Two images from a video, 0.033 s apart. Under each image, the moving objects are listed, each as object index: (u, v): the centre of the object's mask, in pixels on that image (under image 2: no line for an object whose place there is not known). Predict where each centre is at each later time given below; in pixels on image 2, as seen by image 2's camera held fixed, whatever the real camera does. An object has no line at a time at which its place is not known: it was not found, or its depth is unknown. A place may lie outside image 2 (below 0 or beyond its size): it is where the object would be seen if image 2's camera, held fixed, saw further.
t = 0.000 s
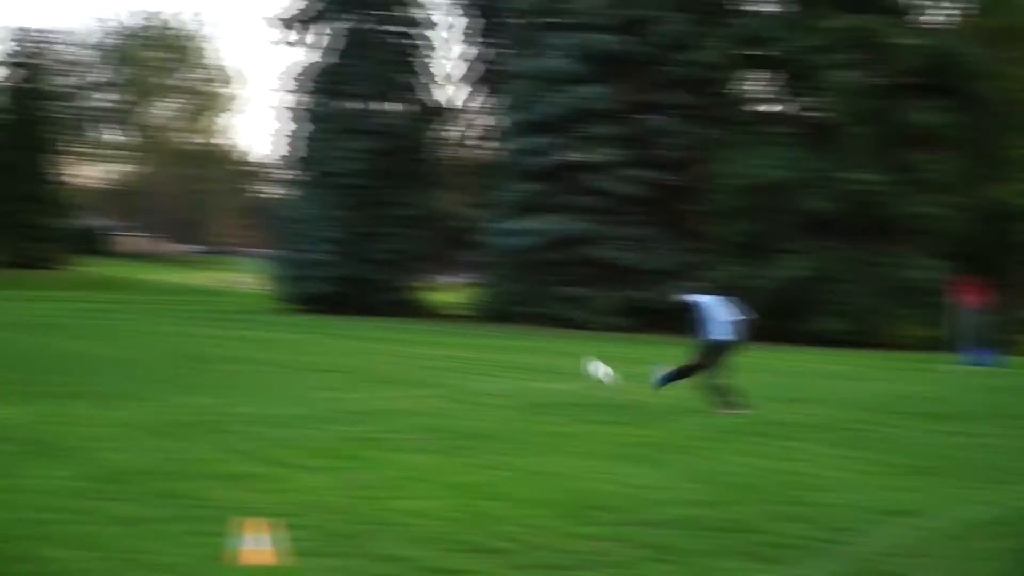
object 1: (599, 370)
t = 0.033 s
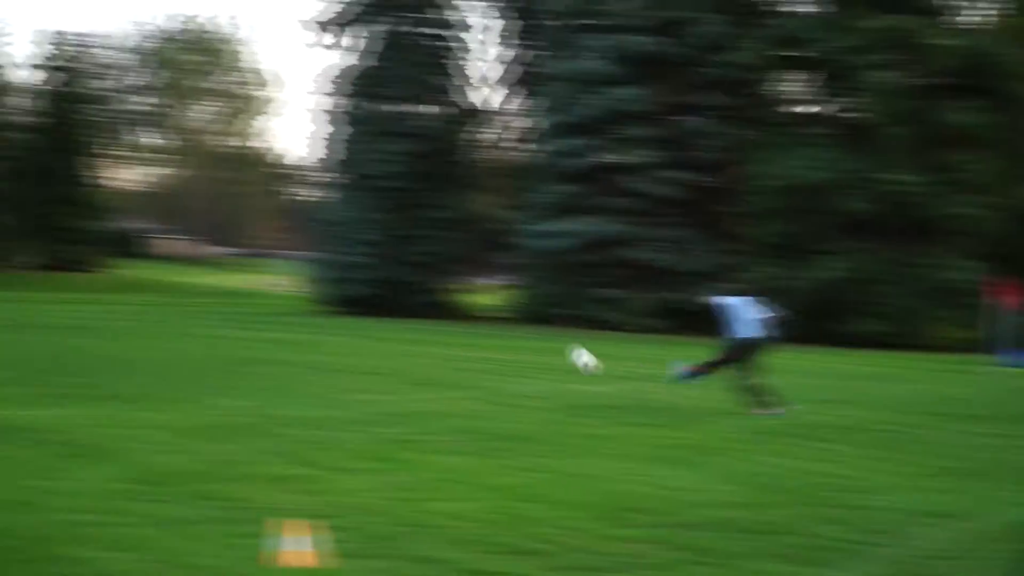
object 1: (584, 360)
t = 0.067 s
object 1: (532, 346)
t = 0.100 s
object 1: (483, 333)
